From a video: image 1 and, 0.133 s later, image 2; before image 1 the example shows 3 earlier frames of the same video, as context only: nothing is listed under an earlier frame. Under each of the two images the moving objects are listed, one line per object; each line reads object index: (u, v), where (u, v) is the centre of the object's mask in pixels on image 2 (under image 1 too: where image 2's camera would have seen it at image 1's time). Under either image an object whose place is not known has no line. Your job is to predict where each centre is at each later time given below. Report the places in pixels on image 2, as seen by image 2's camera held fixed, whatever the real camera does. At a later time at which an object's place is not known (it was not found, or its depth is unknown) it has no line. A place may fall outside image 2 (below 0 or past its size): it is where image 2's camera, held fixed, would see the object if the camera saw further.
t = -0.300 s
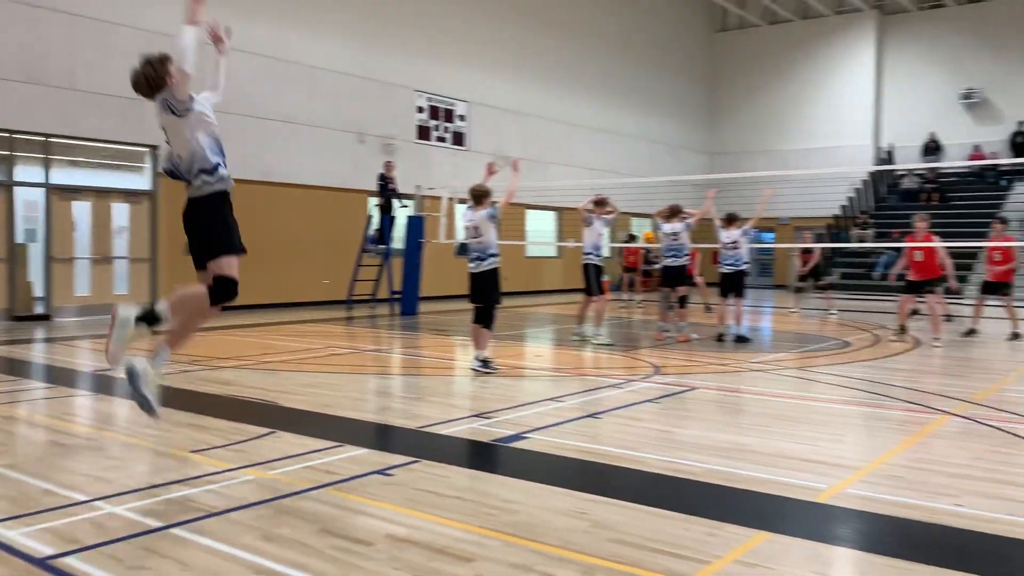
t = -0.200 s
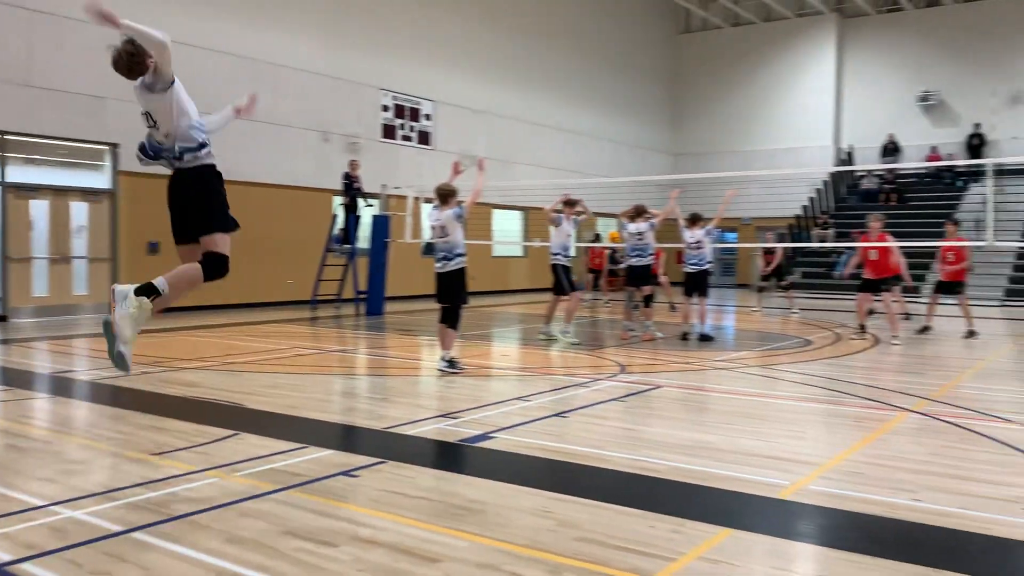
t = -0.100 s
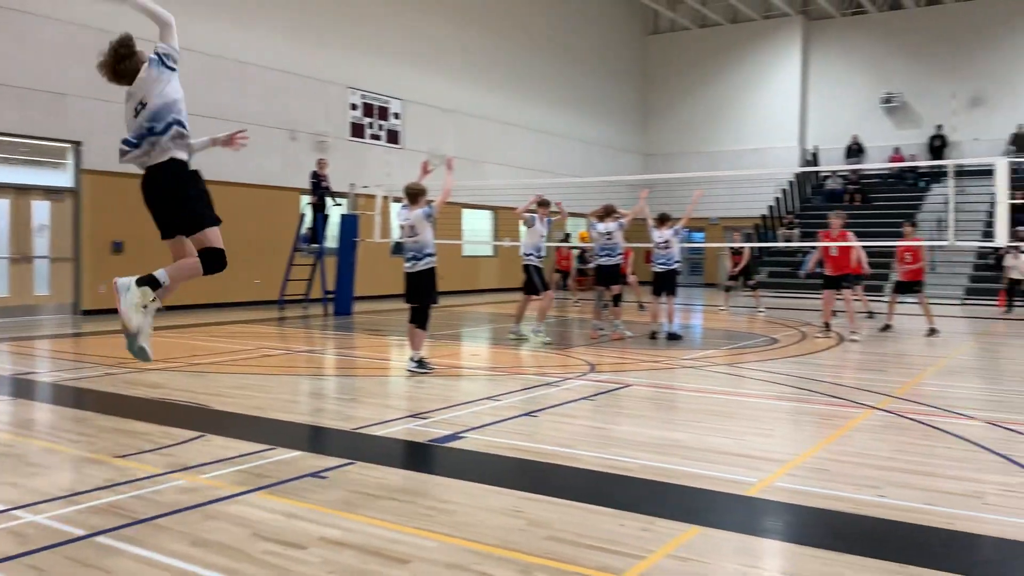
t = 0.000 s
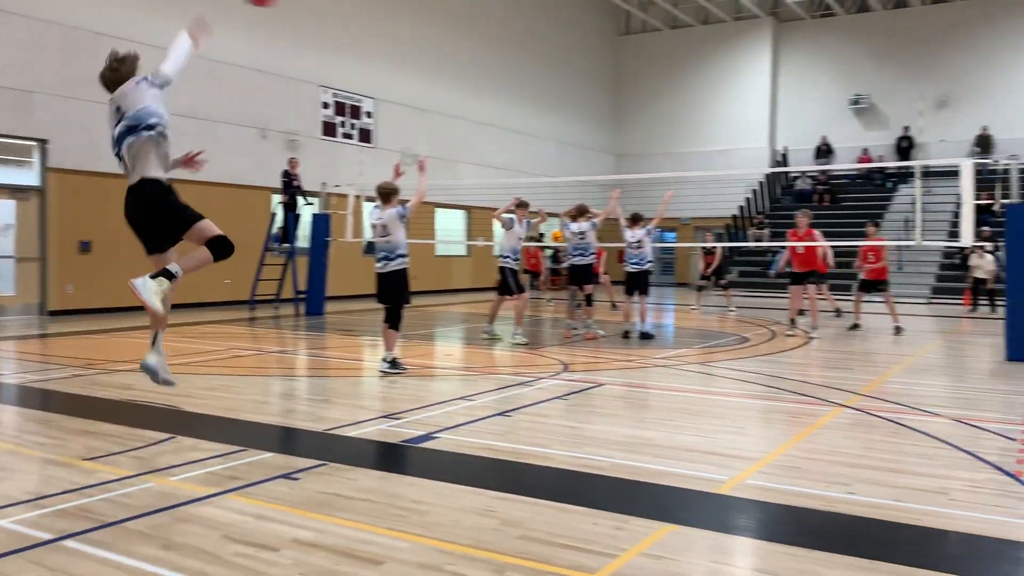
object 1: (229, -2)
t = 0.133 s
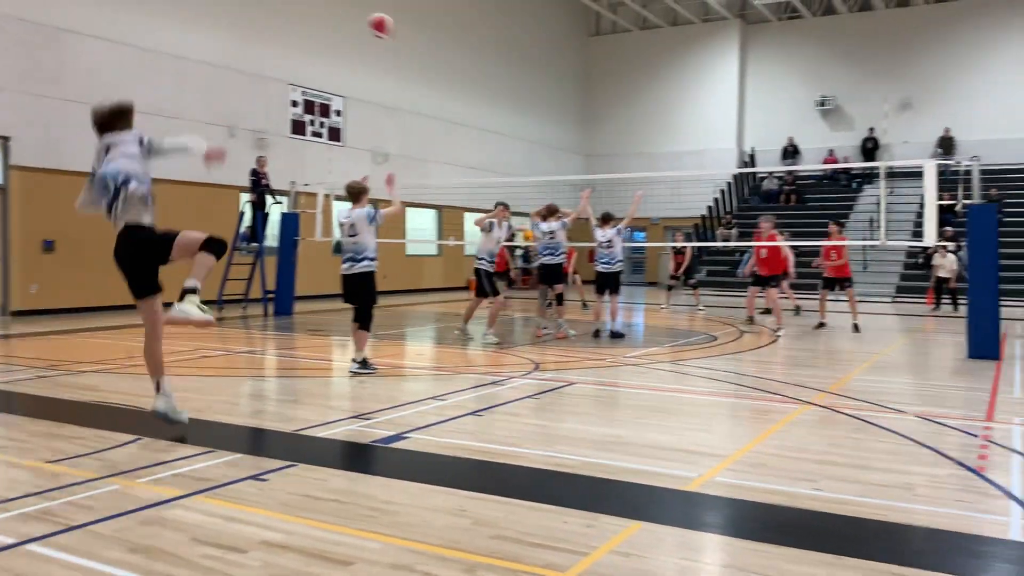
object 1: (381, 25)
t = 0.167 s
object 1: (408, 34)
